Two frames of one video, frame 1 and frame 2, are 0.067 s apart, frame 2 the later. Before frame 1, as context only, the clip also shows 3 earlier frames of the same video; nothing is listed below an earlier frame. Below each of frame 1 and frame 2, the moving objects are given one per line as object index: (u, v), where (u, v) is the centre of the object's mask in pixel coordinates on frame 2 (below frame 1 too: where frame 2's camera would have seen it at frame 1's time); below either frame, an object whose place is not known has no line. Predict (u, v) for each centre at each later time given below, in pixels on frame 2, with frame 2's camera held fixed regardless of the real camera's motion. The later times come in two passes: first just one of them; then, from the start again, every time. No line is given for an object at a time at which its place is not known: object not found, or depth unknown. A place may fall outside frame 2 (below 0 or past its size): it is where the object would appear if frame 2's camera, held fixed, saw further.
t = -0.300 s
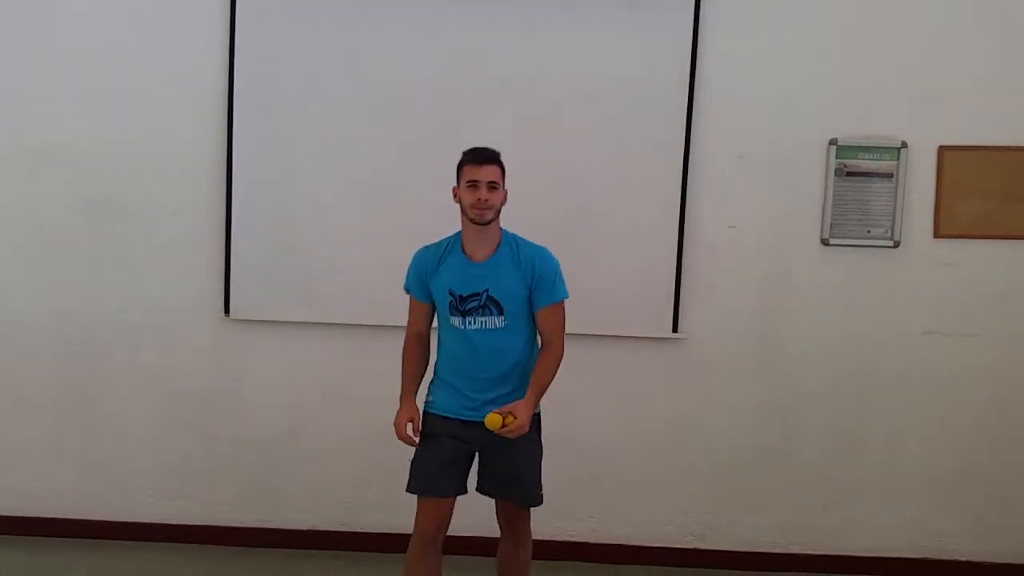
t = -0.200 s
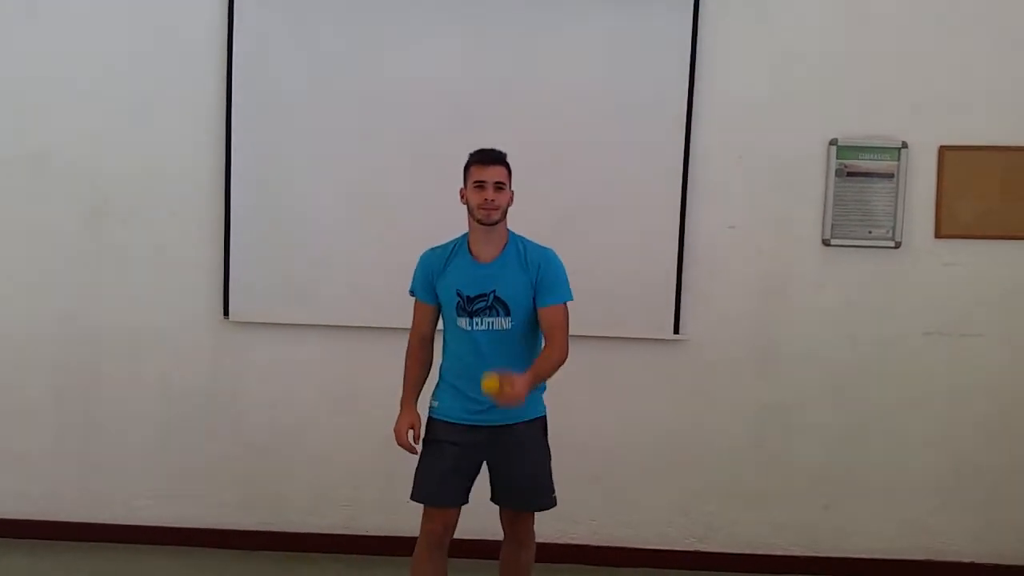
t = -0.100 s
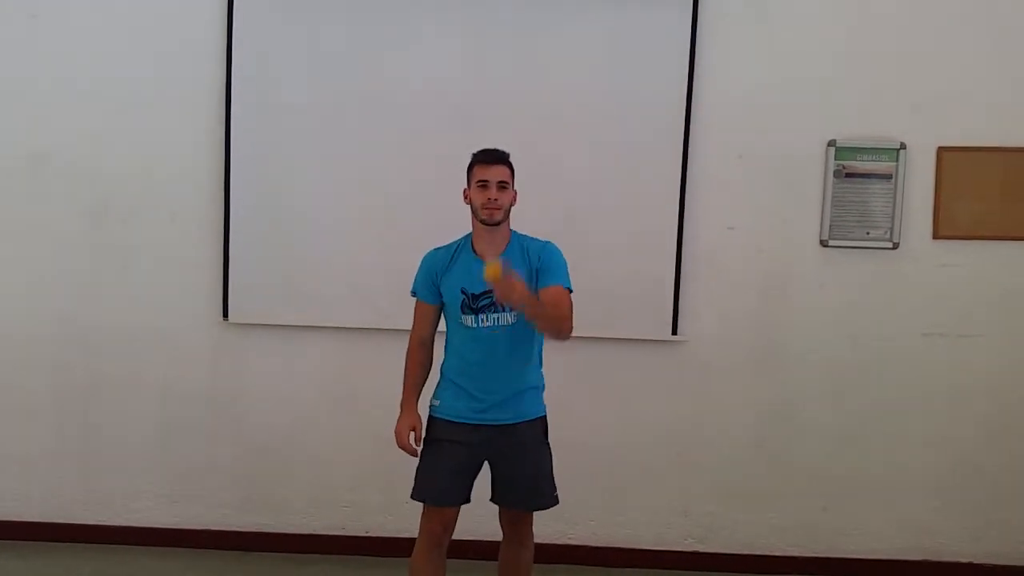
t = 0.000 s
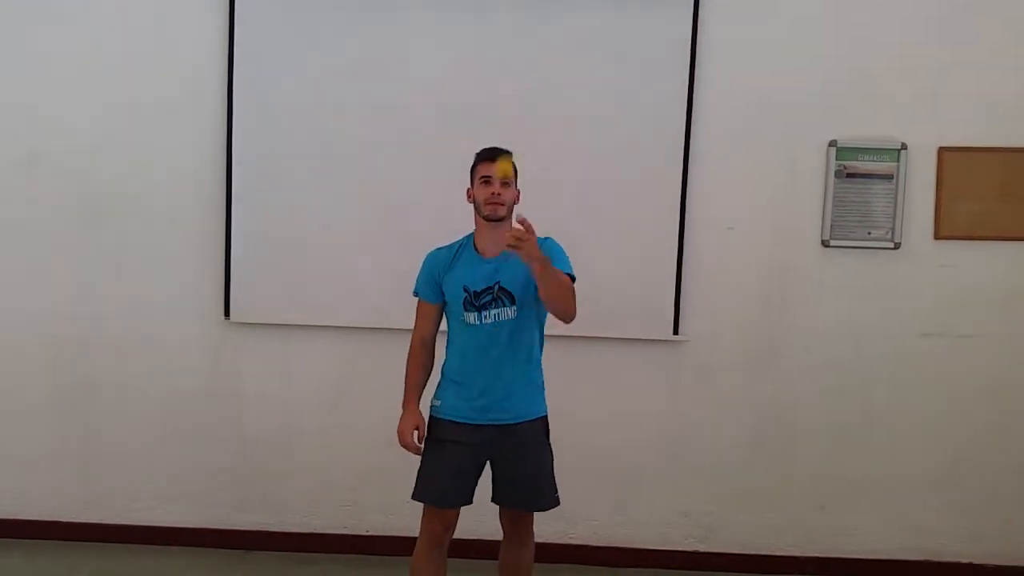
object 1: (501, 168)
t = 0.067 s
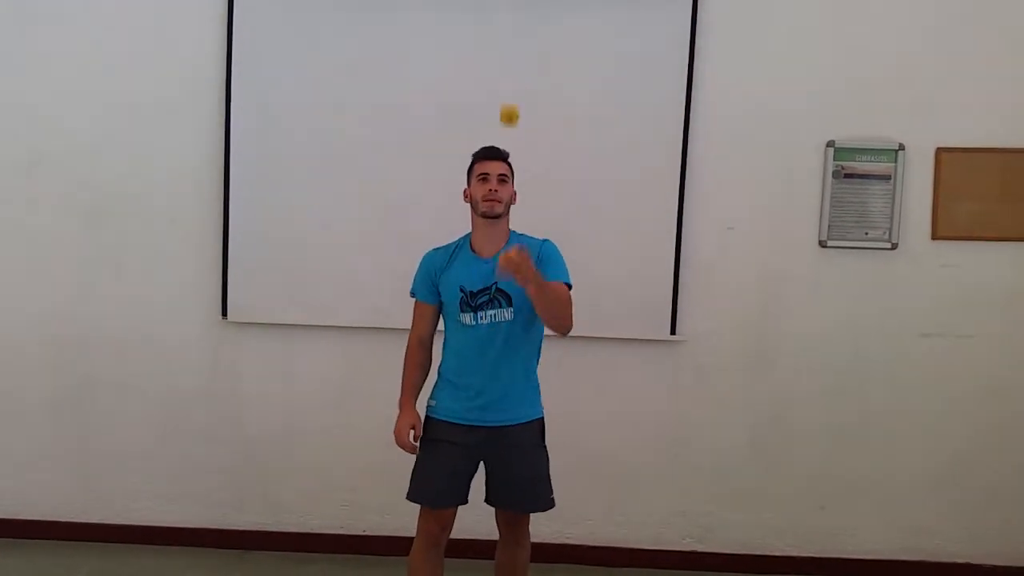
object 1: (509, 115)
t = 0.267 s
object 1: (527, 45)
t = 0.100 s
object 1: (512, 94)
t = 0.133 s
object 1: (515, 75)
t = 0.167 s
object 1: (519, 62)
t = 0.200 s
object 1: (521, 52)
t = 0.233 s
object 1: (524, 46)
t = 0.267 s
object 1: (527, 45)
